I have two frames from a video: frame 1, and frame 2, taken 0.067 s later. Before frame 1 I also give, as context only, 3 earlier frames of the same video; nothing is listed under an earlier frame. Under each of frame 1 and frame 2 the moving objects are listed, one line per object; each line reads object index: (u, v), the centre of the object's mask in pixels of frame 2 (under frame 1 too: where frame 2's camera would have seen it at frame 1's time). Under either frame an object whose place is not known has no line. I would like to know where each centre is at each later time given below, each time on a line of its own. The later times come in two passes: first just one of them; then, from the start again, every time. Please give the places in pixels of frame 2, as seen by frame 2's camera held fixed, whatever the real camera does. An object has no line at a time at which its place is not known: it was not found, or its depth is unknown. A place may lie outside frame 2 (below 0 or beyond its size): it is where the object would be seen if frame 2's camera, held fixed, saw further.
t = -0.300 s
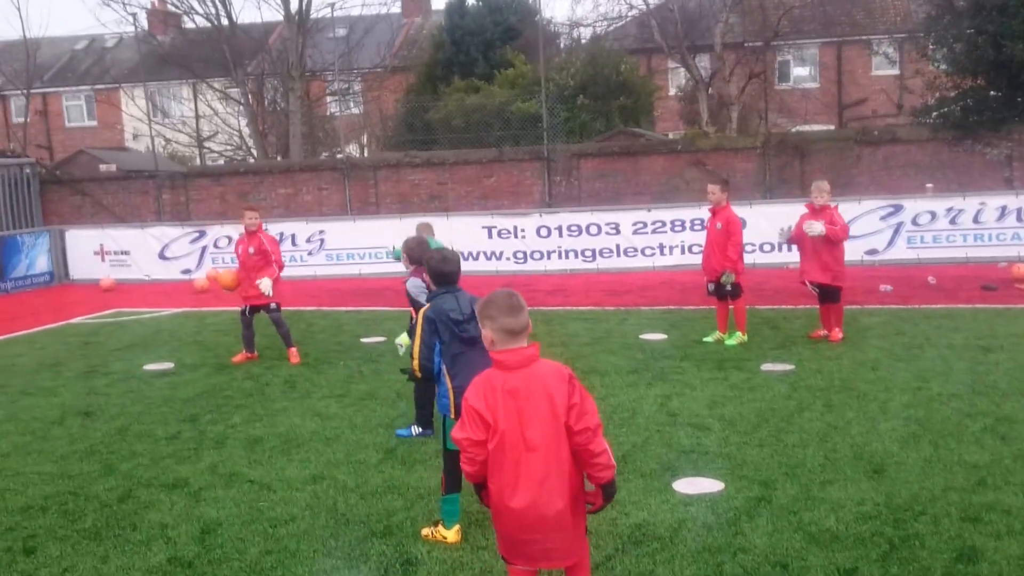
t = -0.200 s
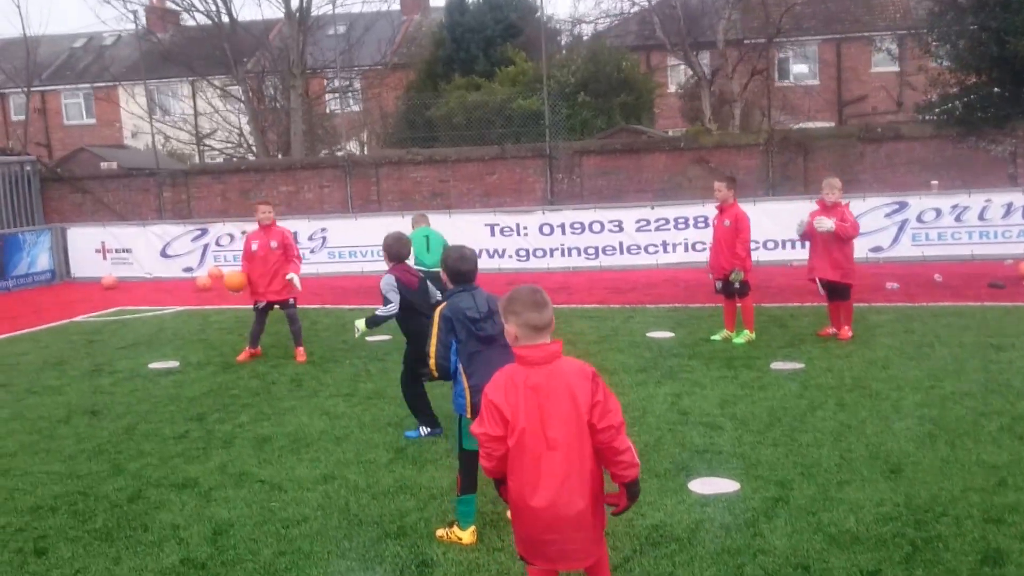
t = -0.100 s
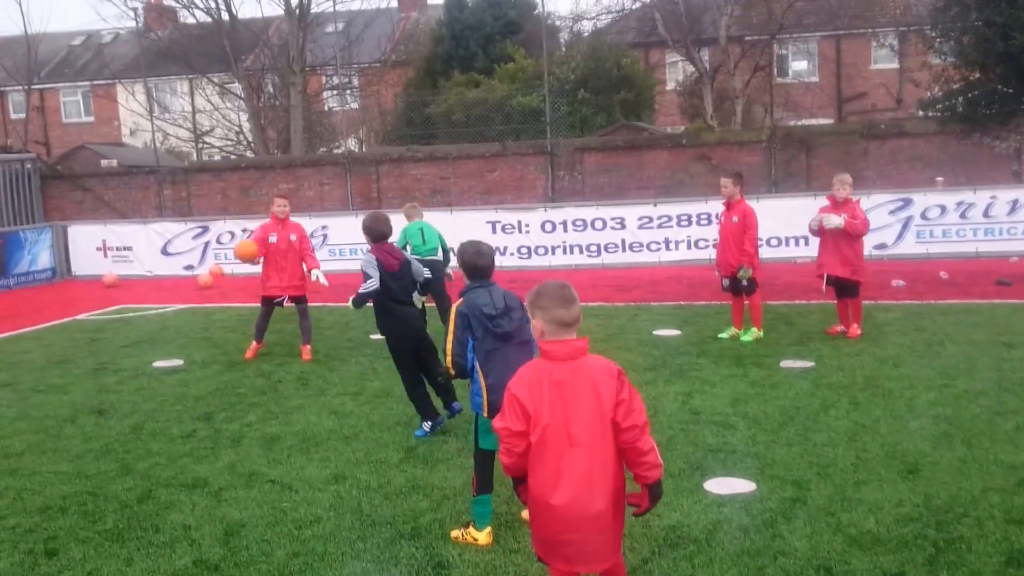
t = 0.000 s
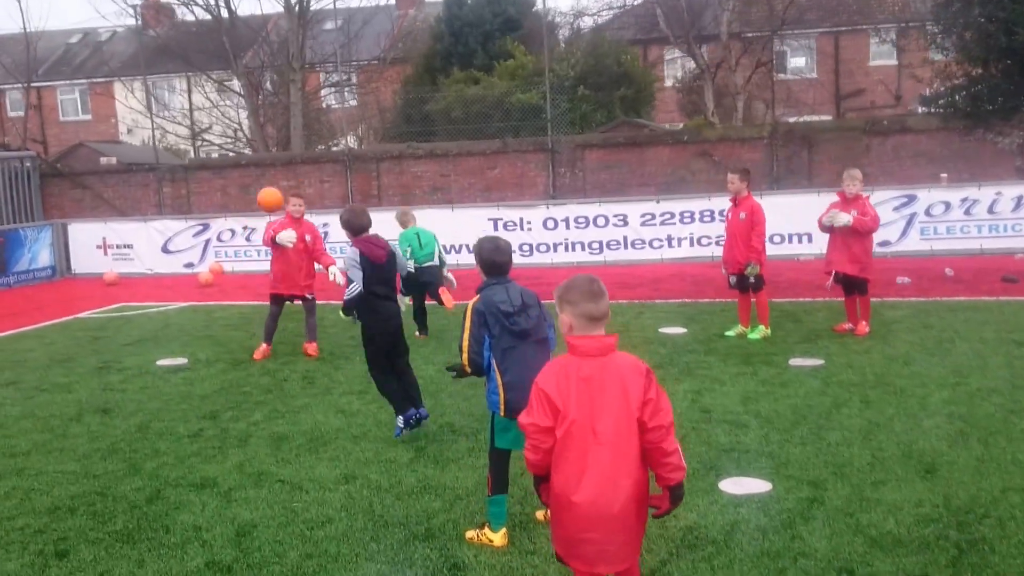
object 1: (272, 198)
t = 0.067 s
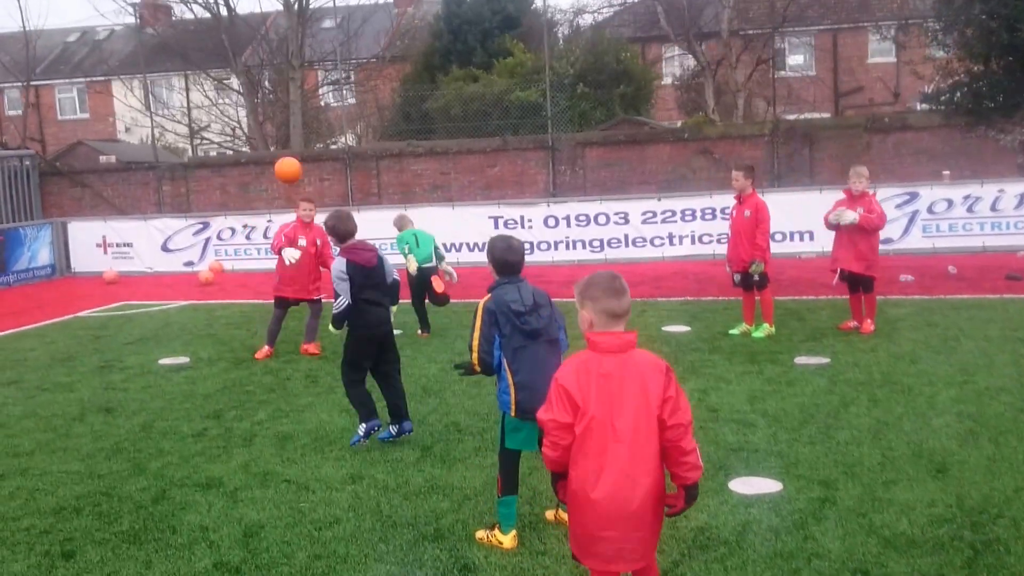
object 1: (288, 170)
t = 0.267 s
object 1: (353, 118)
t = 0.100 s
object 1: (297, 158)
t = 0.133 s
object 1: (307, 147)
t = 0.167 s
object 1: (317, 137)
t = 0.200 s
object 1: (328, 130)
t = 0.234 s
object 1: (341, 123)
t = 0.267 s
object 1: (353, 118)
